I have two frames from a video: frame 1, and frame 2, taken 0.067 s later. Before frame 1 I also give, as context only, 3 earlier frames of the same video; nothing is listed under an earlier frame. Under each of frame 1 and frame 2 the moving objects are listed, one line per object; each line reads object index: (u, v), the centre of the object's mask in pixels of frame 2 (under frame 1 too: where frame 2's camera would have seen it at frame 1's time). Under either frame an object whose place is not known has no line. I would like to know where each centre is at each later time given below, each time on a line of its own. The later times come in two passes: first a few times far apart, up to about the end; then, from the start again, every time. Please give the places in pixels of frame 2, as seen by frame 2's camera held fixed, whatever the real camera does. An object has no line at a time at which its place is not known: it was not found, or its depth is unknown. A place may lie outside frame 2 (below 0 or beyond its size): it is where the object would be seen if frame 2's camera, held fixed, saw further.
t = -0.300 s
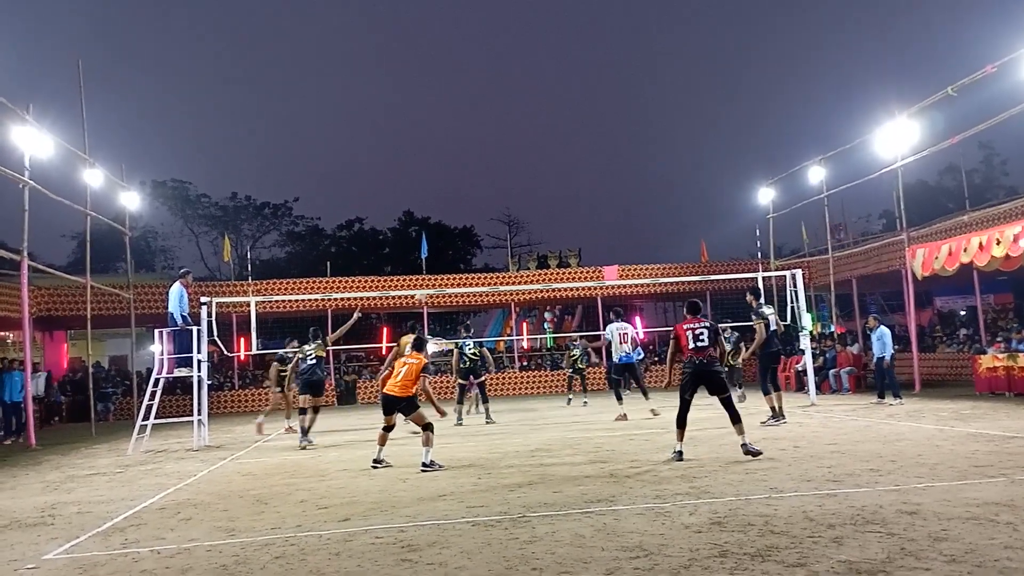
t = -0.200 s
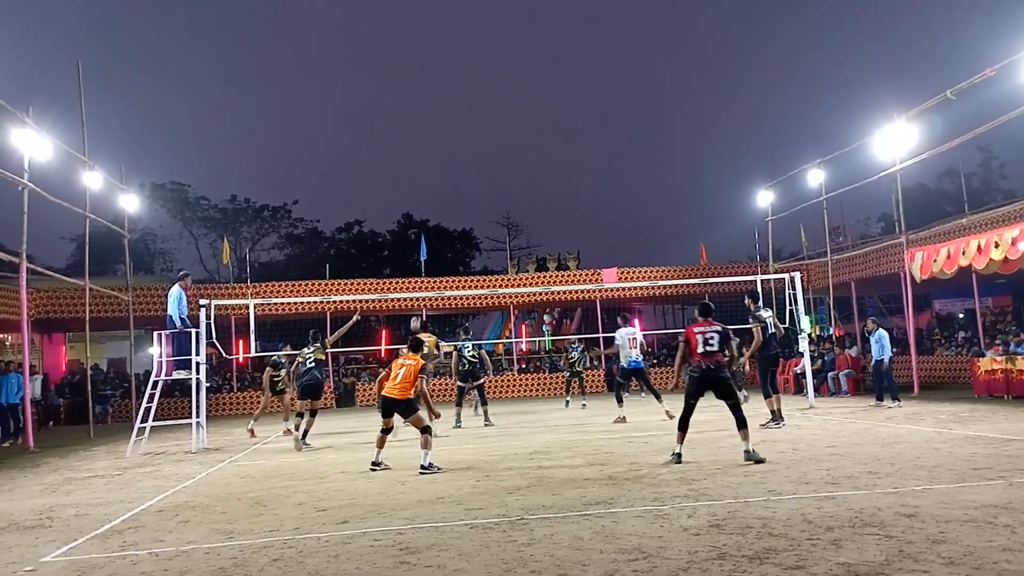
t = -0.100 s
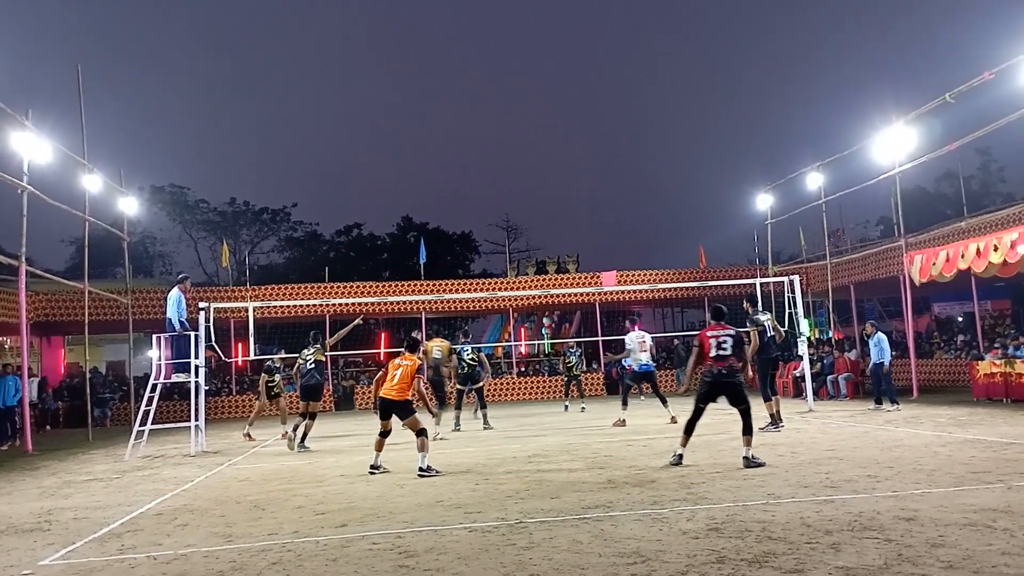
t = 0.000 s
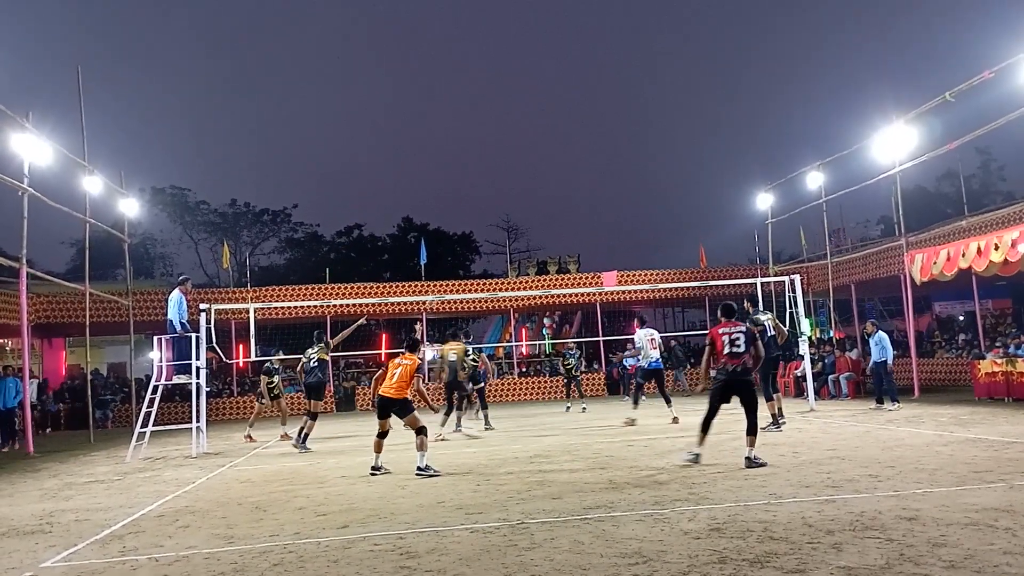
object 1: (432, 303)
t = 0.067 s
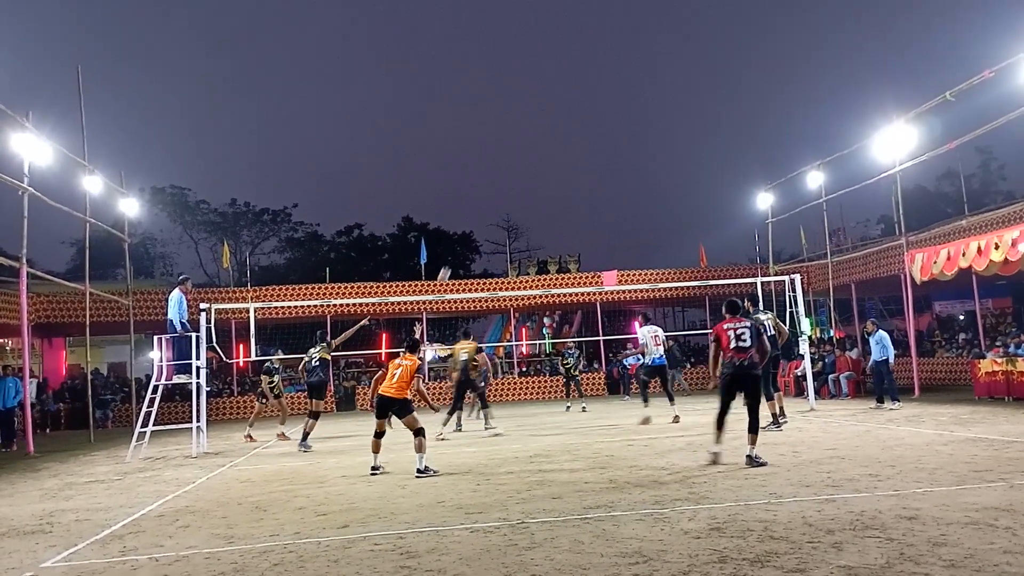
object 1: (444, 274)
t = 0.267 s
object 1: (477, 218)
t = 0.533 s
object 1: (521, 175)
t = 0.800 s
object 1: (564, 166)
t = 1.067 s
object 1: (608, 189)
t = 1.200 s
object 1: (630, 213)
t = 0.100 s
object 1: (449, 264)
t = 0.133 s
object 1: (455, 254)
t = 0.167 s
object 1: (461, 244)
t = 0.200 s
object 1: (466, 234)
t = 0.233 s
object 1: (472, 226)
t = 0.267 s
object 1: (477, 218)
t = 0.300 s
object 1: (482, 211)
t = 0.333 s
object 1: (488, 204)
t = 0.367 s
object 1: (493, 197)
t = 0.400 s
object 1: (499, 192)
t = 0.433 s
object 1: (504, 187)
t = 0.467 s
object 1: (509, 182)
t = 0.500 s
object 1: (515, 178)
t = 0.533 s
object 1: (521, 175)
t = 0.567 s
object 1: (526, 172)
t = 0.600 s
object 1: (531, 170)
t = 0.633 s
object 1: (537, 168)
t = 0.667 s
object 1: (542, 167)
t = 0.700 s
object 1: (547, 166)
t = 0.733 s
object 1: (553, 165)
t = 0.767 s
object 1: (558, 165)
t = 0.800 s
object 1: (564, 166)
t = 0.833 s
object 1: (569, 167)
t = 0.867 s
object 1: (575, 169)
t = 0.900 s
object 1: (581, 171)
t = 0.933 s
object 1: (586, 173)
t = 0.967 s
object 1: (592, 177)
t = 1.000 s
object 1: (597, 180)
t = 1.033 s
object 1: (602, 185)
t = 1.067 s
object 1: (608, 189)
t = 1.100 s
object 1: (613, 195)
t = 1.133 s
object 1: (619, 200)
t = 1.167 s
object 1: (624, 206)
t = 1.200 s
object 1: (630, 213)
